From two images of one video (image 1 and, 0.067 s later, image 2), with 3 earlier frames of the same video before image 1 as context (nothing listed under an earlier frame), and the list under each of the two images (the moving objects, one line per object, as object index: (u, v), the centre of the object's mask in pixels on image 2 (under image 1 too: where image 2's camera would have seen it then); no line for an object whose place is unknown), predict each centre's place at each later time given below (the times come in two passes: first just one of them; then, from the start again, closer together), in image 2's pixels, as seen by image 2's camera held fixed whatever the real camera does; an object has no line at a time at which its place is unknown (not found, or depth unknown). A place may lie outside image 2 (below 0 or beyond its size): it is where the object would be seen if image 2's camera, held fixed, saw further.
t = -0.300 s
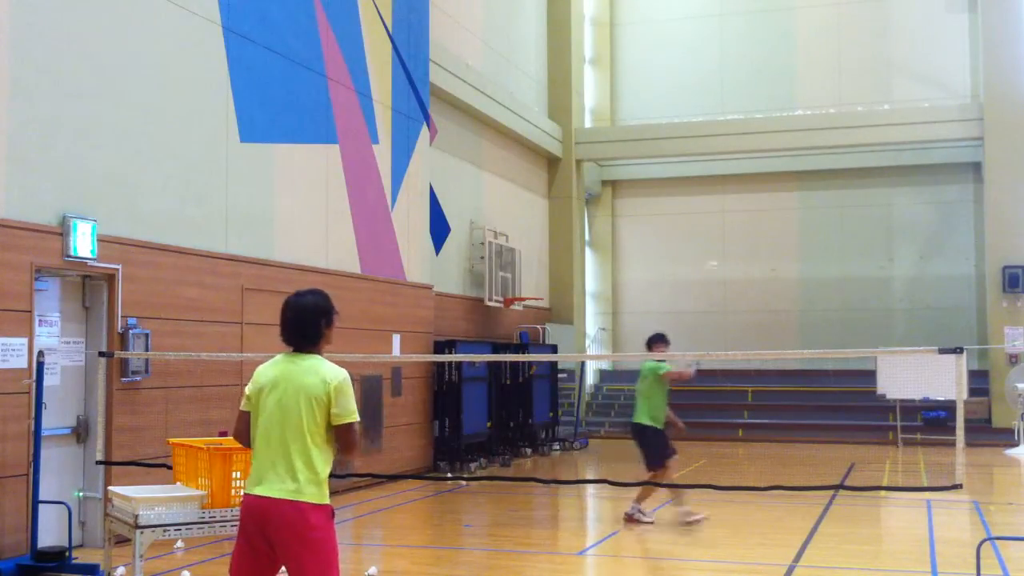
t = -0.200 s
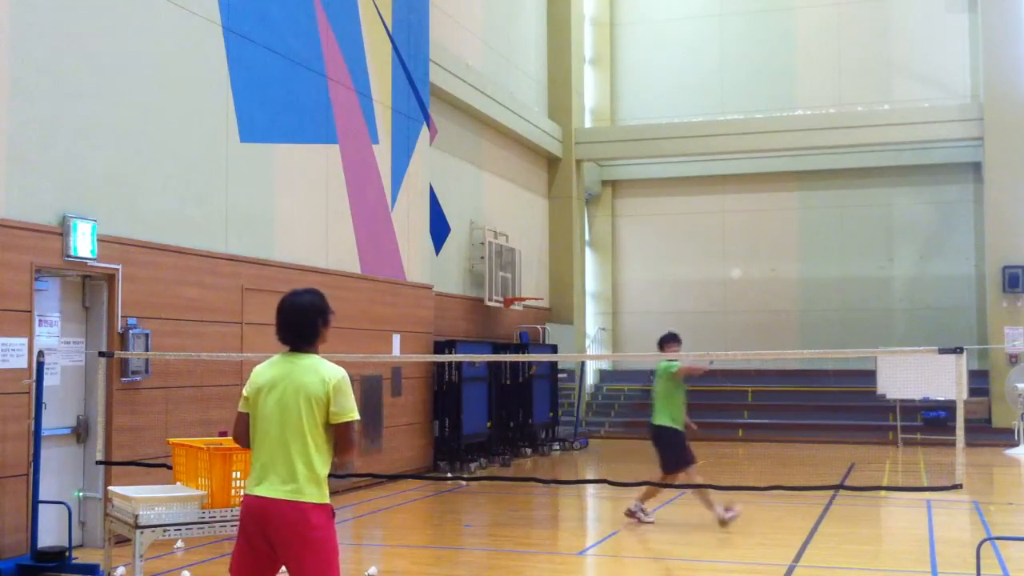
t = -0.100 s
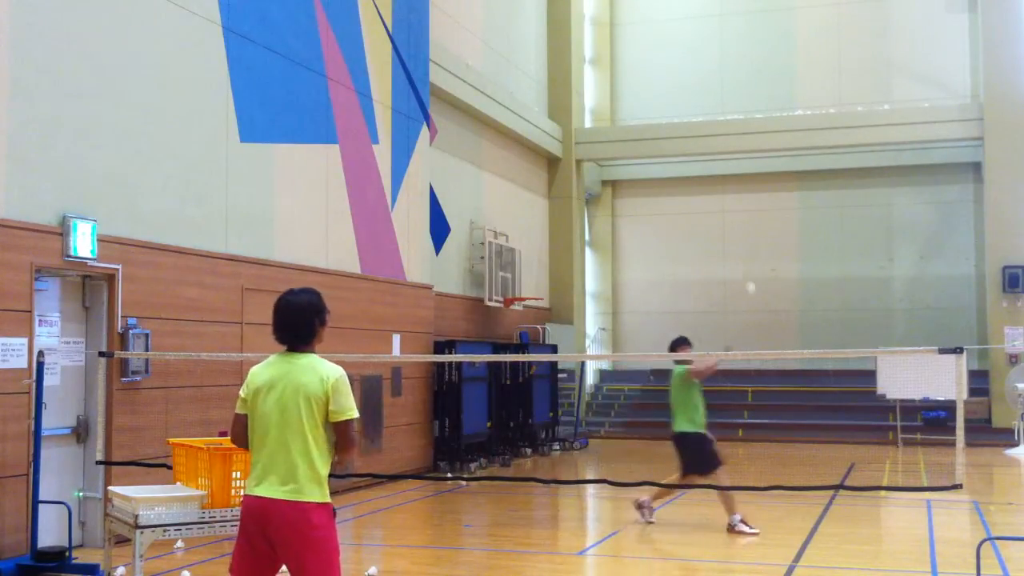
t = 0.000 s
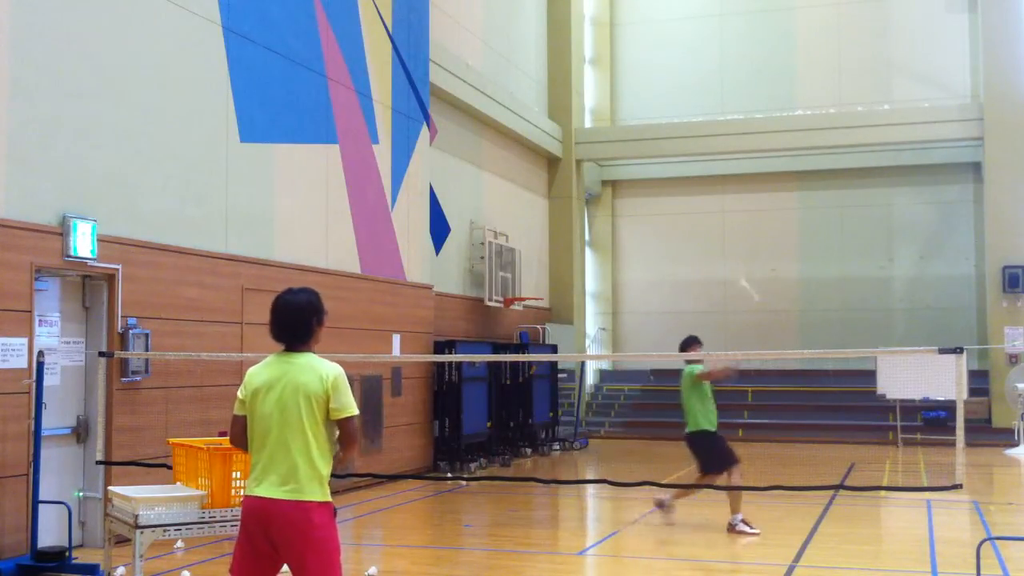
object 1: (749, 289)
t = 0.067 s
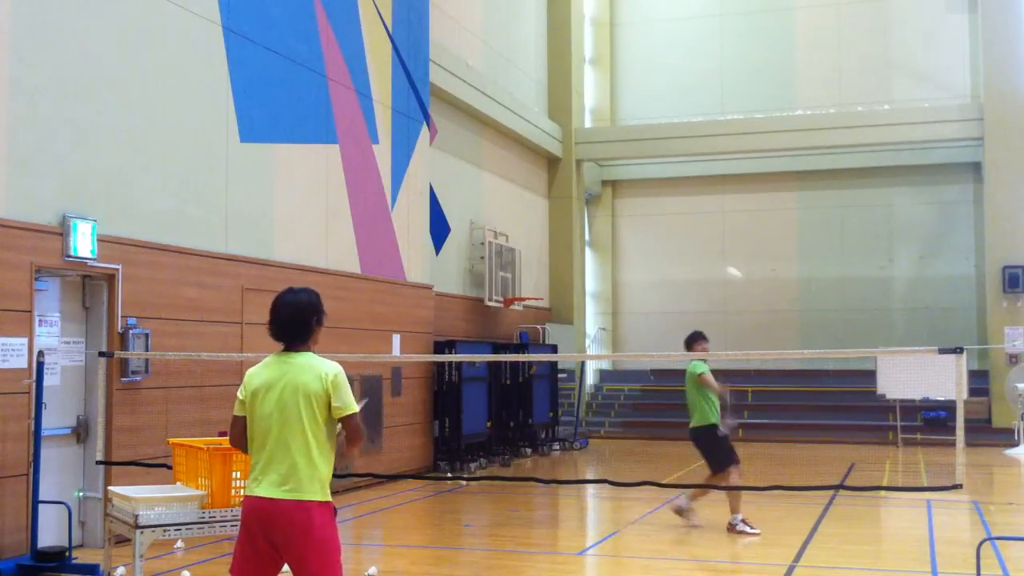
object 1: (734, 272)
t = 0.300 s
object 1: (670, 281)
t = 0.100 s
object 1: (725, 267)
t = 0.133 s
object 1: (718, 264)
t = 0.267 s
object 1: (681, 272)
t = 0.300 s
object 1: (670, 281)
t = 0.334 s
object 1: (659, 295)
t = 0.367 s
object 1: (645, 310)
